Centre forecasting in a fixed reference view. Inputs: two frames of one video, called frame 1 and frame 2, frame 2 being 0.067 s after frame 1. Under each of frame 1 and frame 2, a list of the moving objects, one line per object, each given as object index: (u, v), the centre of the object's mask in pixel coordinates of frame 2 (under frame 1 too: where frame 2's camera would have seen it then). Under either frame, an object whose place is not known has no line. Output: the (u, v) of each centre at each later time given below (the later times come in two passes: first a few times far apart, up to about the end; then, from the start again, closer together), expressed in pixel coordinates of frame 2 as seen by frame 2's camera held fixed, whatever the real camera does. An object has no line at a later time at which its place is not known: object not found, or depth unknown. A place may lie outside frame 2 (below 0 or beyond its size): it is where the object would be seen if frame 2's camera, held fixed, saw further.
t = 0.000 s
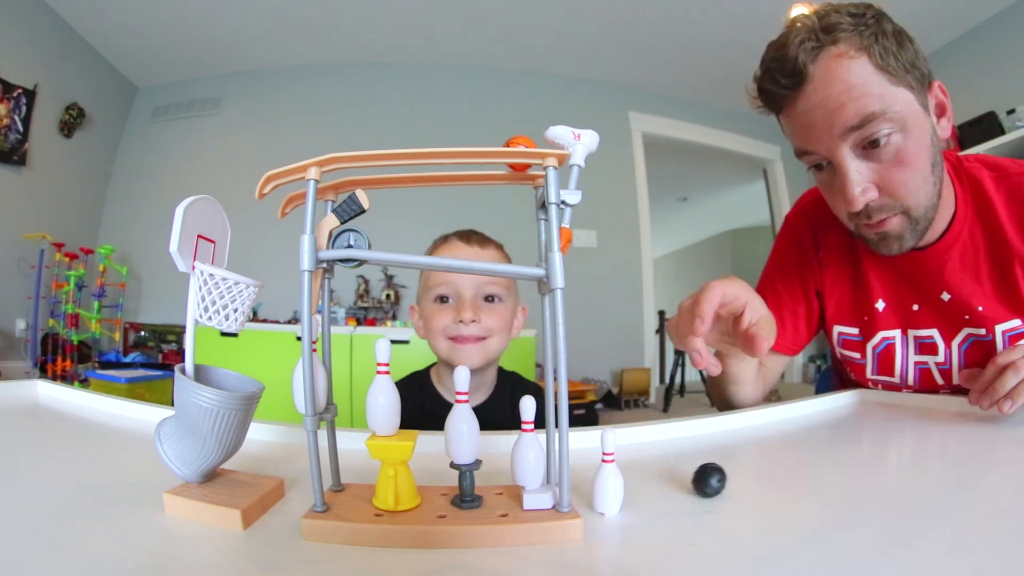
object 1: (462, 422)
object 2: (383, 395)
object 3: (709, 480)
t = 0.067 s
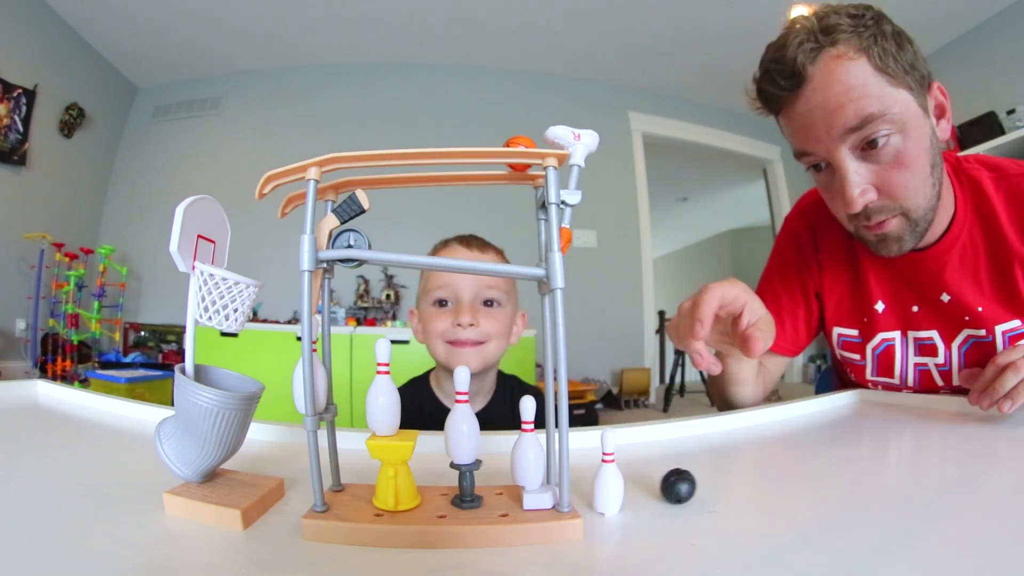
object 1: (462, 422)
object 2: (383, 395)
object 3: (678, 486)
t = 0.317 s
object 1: (462, 422)
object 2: (383, 395)
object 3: (608, 504)
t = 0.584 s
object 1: (435, 430)
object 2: (376, 395)
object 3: (607, 517)
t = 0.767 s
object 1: (427, 450)
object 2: (357, 402)
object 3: (610, 524)
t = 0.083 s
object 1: (462, 422)
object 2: (383, 395)
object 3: (670, 488)
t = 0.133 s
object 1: (462, 422)
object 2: (383, 395)
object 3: (645, 492)
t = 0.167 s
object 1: (462, 422)
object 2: (383, 395)
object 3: (634, 494)
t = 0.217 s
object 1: (462, 422)
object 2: (383, 395)
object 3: (623, 498)
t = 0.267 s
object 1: (462, 422)
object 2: (383, 395)
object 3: (616, 501)
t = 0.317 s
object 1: (462, 422)
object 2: (383, 395)
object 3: (608, 504)
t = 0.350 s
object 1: (462, 422)
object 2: (383, 395)
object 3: (603, 507)
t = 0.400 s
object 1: (456, 422)
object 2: (383, 395)
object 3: (600, 509)
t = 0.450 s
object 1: (450, 421)
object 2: (383, 395)
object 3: (602, 511)
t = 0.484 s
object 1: (445, 422)
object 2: (383, 395)
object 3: (603, 513)
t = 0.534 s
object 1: (435, 427)
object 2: (380, 395)
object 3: (605, 515)
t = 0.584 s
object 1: (435, 430)
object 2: (376, 395)
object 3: (607, 517)
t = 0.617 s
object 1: (435, 434)
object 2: (372, 395)
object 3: (608, 518)
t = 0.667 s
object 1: (435, 457)
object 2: (364, 396)
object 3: (609, 520)
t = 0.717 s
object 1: (431, 466)
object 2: (356, 399)
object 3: (610, 522)
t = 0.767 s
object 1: (427, 450)
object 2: (357, 402)
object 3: (610, 524)
